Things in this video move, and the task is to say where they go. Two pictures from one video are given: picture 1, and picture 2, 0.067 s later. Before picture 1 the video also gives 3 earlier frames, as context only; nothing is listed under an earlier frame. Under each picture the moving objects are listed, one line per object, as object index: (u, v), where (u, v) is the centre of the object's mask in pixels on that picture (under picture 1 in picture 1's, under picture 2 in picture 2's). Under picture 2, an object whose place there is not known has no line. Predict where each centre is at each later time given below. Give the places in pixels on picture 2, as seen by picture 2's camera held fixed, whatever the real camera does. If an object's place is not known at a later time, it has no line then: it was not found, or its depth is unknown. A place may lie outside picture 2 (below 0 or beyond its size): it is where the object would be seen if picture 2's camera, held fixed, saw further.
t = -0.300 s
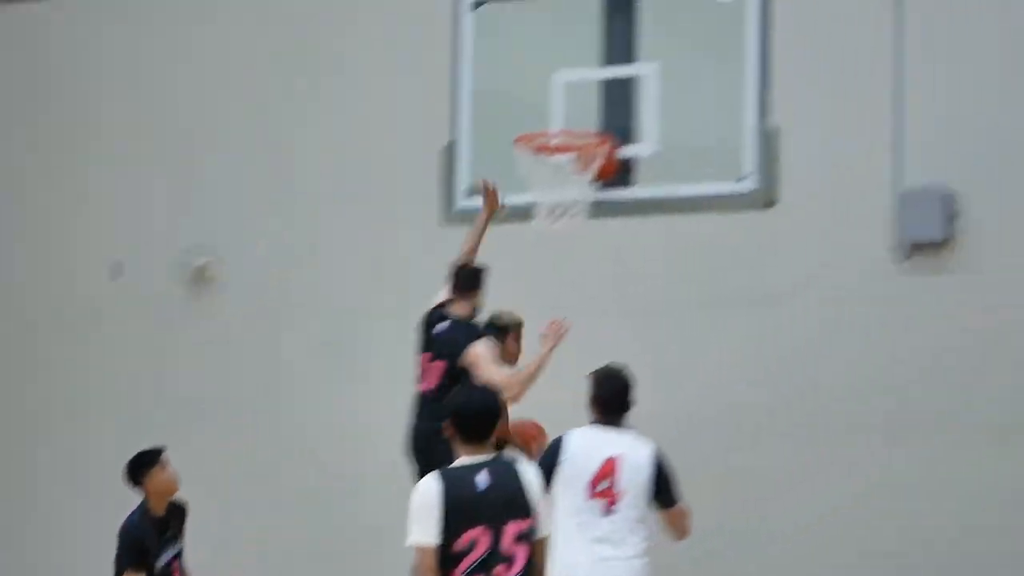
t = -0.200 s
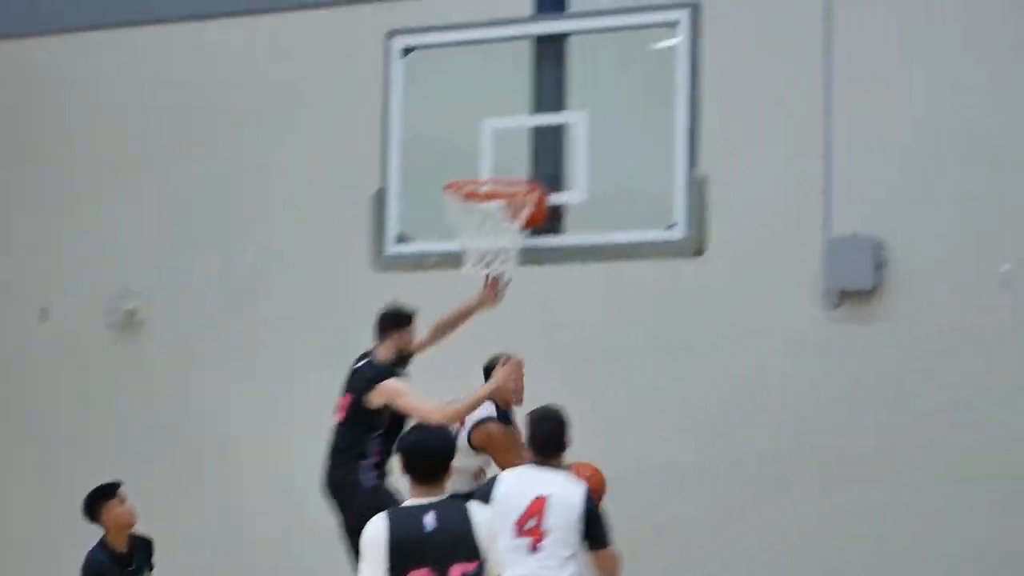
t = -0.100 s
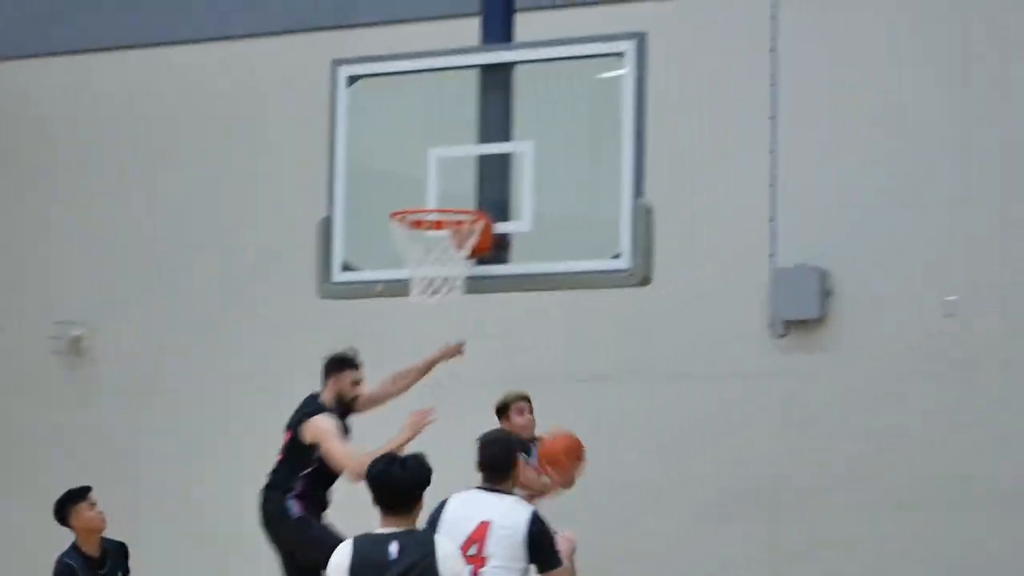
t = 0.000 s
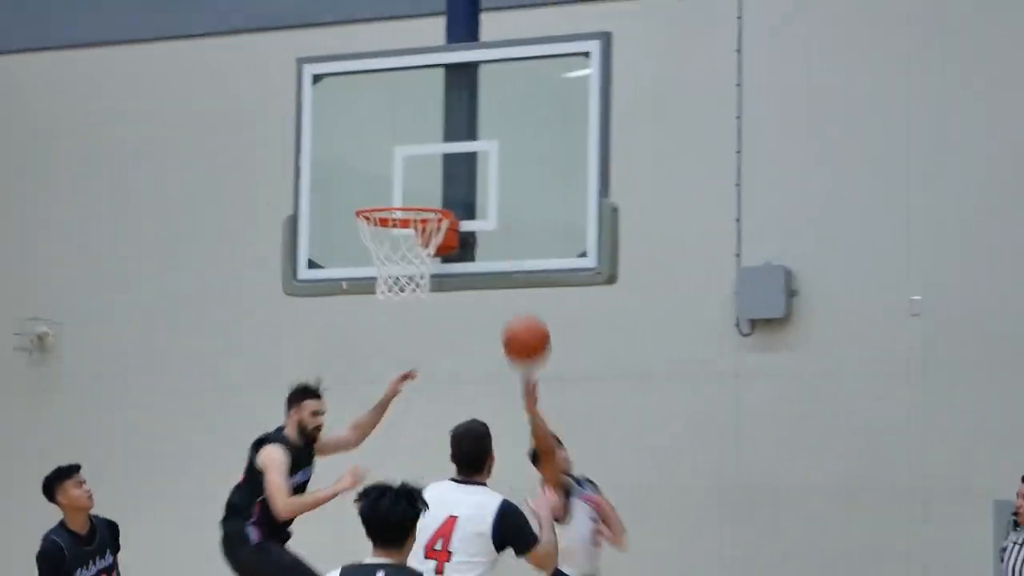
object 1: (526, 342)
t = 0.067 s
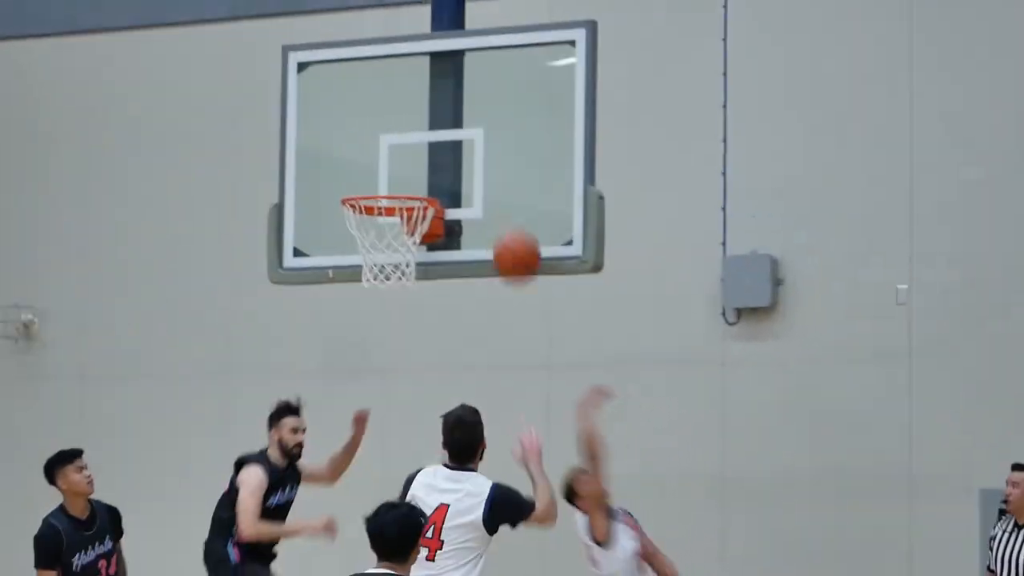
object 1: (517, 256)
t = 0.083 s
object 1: (518, 238)
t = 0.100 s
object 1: (519, 224)
